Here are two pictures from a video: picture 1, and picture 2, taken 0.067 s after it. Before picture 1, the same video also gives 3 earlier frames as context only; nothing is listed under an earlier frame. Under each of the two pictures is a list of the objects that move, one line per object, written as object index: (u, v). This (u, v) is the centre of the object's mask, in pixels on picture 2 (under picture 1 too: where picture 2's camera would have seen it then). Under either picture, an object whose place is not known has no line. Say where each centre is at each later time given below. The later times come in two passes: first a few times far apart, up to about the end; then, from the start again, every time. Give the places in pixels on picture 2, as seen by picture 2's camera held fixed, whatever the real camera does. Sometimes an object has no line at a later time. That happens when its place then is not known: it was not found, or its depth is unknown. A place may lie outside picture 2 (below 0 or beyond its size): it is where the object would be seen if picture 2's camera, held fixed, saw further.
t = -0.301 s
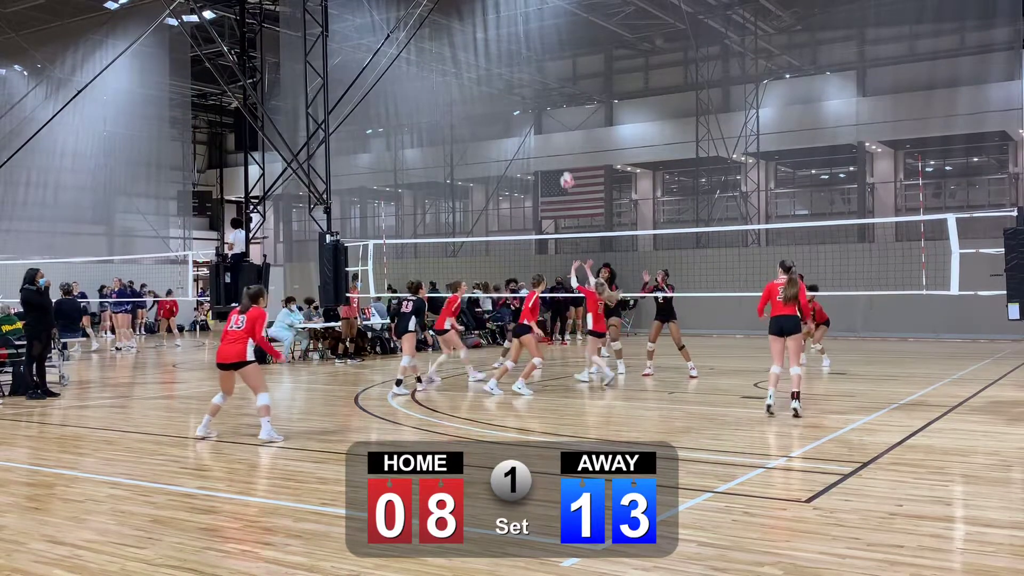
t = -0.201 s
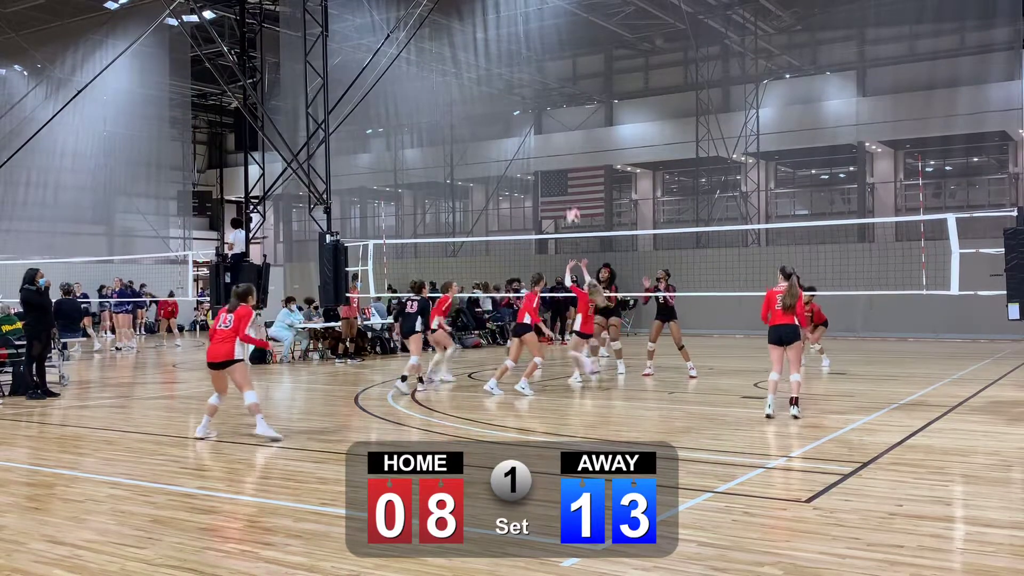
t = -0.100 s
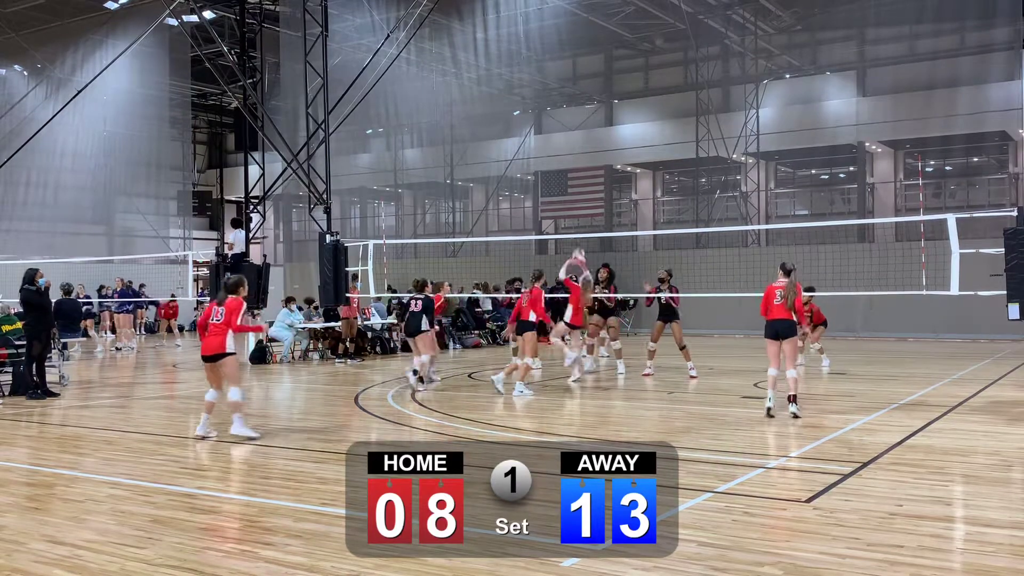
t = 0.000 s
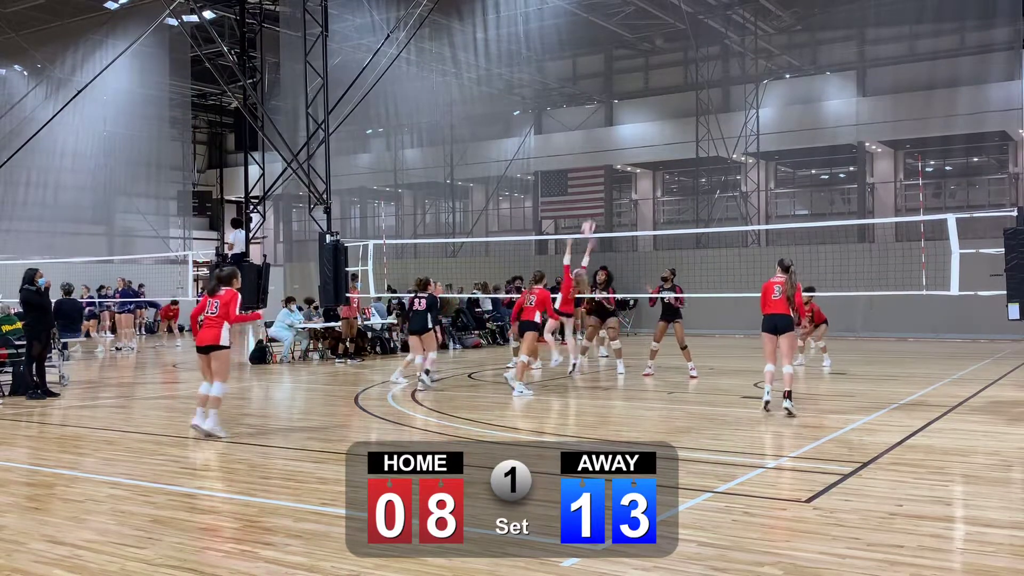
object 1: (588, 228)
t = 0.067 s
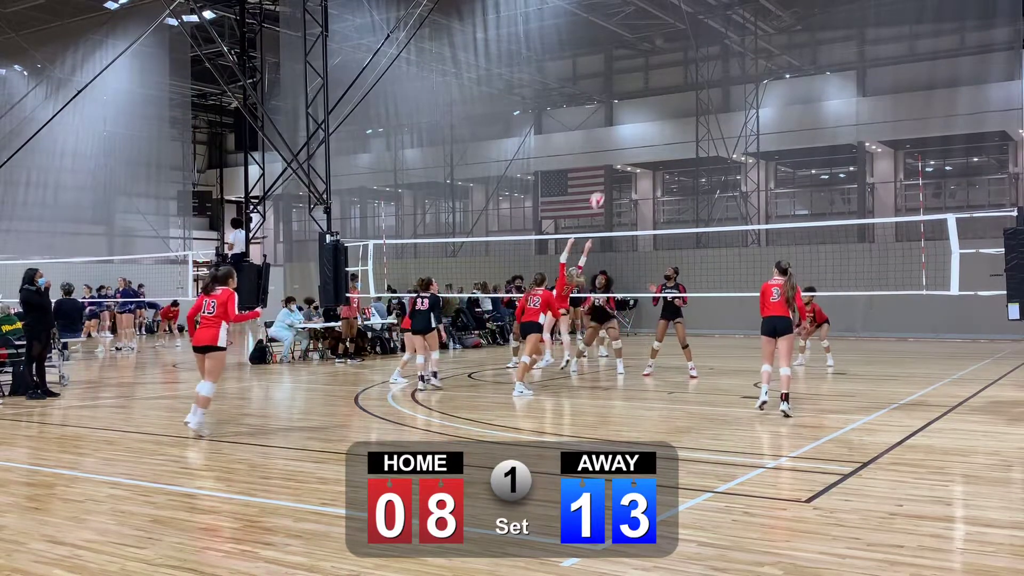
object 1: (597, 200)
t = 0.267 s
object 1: (622, 133)
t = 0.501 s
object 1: (653, 86)
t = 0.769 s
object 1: (689, 79)
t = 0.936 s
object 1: (712, 103)
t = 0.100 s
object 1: (601, 187)
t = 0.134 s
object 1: (606, 175)
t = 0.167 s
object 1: (610, 163)
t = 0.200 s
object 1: (614, 153)
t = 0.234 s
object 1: (617, 142)
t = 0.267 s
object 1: (622, 133)
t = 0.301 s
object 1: (627, 123)
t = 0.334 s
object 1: (631, 115)
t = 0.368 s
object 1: (635, 107)
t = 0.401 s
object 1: (639, 101)
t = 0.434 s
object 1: (644, 95)
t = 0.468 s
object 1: (648, 90)
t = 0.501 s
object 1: (653, 86)
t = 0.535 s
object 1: (657, 82)
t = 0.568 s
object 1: (662, 80)
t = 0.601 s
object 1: (666, 78)
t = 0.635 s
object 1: (670, 77)
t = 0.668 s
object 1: (675, 76)
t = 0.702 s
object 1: (679, 76)
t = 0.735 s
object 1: (684, 77)
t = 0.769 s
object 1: (689, 79)
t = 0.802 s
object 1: (693, 82)
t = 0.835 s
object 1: (698, 86)
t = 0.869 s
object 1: (703, 91)
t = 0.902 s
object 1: (708, 97)
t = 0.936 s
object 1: (712, 103)
